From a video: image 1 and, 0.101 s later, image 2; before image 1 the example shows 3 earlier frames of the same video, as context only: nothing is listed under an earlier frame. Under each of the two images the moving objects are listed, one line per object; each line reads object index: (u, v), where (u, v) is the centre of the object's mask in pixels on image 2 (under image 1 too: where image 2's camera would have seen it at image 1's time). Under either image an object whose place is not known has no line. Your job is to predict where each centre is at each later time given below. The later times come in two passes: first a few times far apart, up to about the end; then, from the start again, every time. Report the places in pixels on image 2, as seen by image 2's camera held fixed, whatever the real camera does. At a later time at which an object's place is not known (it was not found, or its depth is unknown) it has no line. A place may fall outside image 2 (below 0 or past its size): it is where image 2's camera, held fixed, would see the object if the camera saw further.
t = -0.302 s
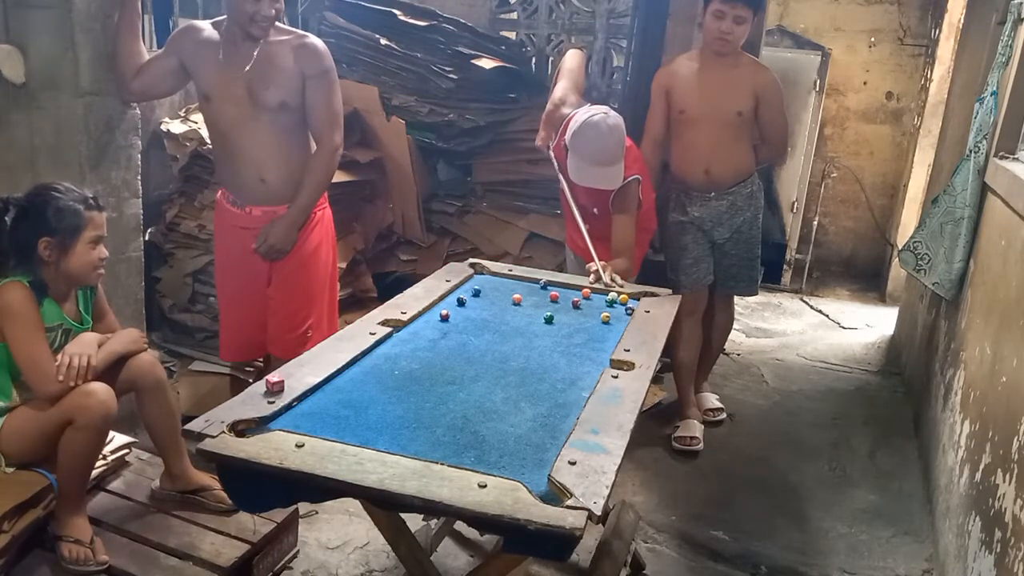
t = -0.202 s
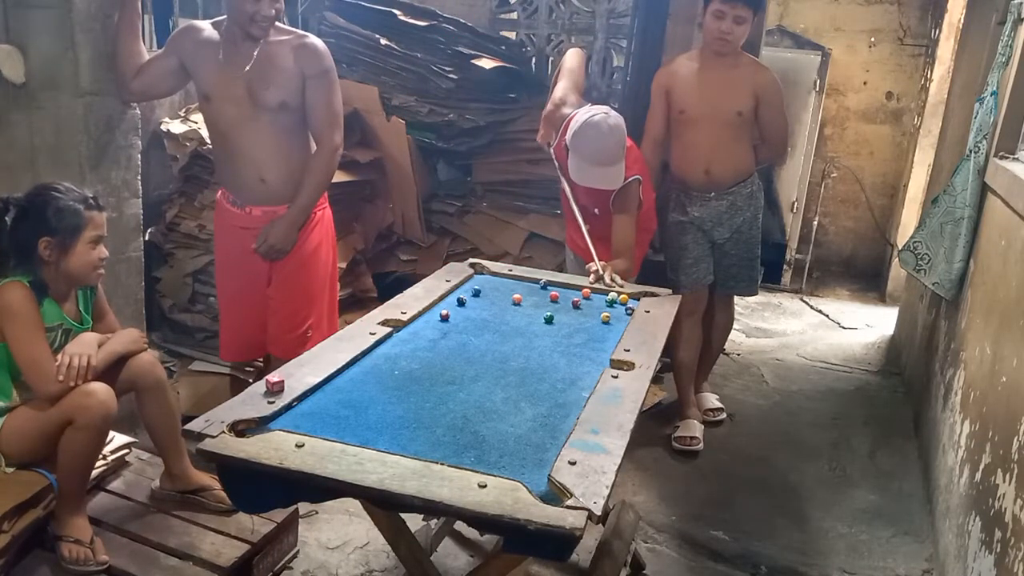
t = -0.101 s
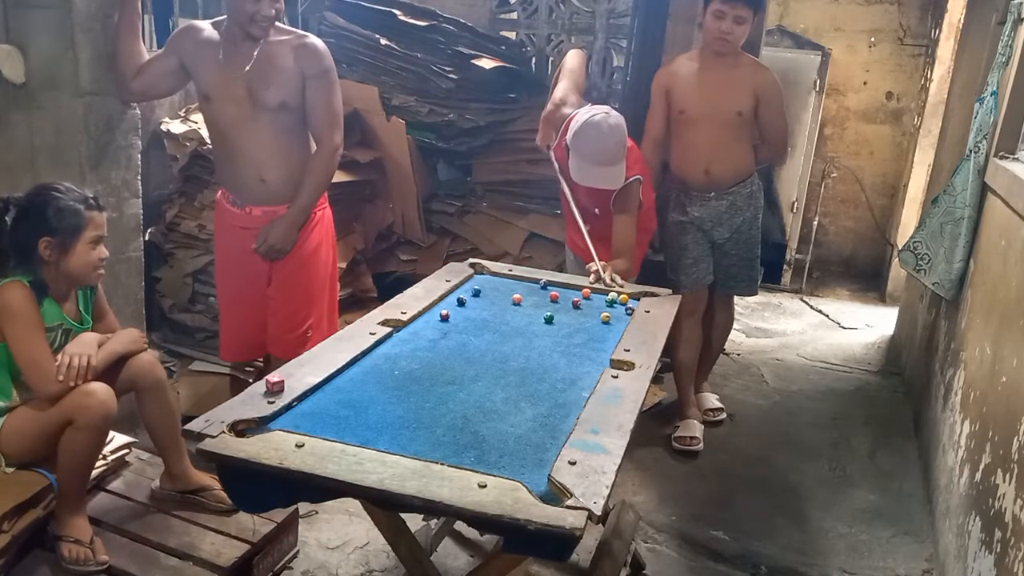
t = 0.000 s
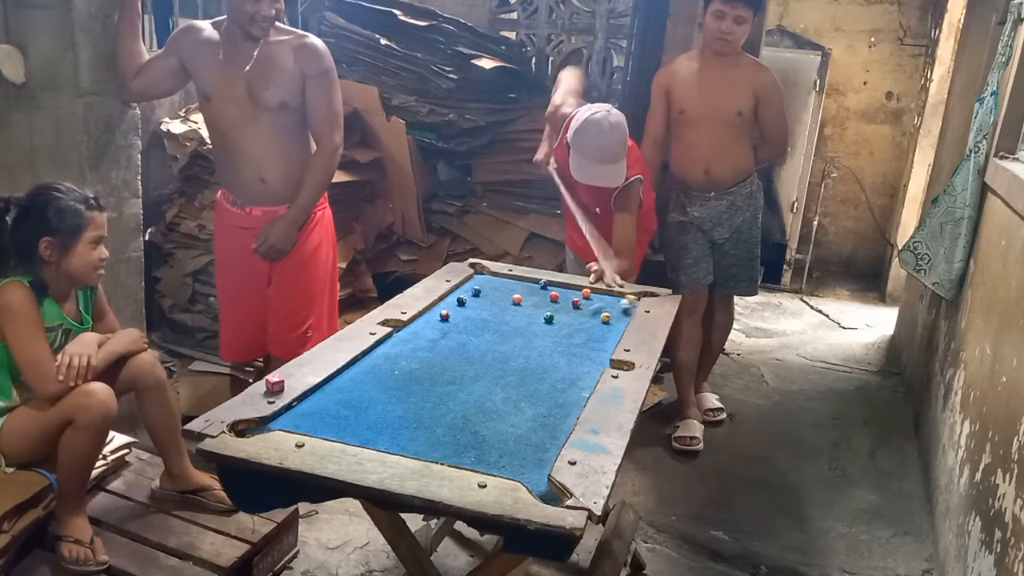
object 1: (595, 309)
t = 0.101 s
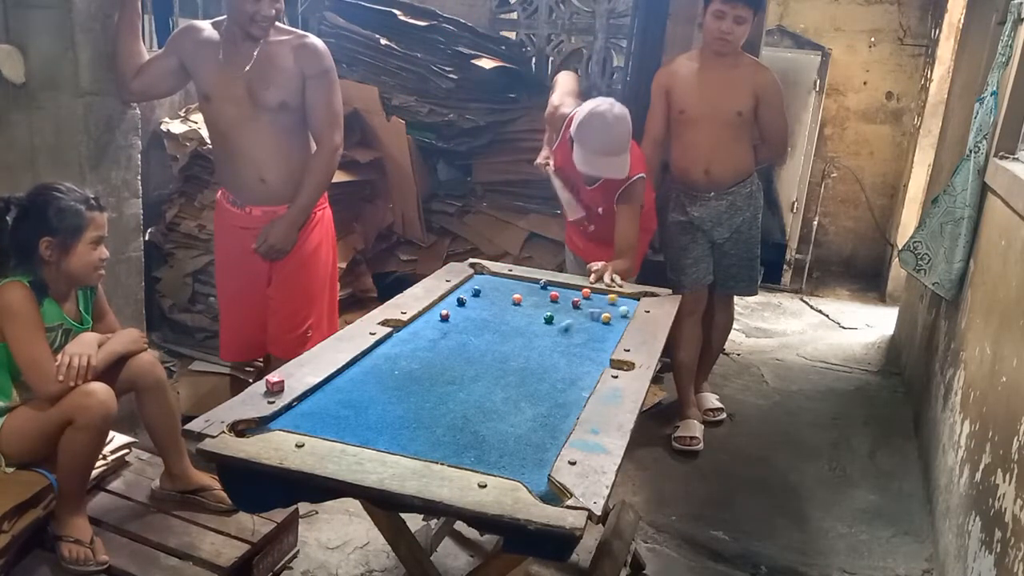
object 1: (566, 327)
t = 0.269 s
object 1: (513, 356)
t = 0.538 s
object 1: (412, 418)
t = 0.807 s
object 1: (379, 416)
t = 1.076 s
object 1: (393, 389)
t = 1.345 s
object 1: (405, 371)
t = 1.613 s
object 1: (412, 360)
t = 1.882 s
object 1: (417, 356)
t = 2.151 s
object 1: (418, 356)
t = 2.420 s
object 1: (418, 356)
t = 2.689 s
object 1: (419, 356)
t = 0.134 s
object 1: (555, 332)
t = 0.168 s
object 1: (545, 338)
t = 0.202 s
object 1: (534, 343)
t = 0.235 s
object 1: (524, 350)
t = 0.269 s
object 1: (513, 356)
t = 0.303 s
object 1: (502, 363)
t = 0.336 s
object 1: (489, 370)
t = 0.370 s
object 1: (477, 378)
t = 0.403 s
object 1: (465, 385)
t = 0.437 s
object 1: (451, 394)
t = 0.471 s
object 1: (438, 401)
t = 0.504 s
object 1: (426, 408)
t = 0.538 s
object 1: (412, 418)
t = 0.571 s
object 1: (396, 427)
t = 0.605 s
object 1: (382, 436)
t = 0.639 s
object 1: (368, 440)
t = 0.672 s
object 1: (369, 430)
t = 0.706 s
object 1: (372, 424)
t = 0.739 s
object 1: (374, 424)
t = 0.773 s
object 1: (377, 421)
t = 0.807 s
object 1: (379, 416)
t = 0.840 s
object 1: (381, 413)
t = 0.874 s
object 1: (382, 408)
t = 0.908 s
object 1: (384, 405)
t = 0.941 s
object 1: (386, 401)
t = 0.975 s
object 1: (388, 398)
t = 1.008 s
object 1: (389, 394)
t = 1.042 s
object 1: (391, 392)
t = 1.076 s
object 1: (393, 389)
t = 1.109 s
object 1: (395, 386)
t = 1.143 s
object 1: (397, 383)
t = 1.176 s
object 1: (398, 381)
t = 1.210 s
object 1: (400, 379)
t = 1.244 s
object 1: (401, 377)
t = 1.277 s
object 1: (402, 375)
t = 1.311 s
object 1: (403, 373)
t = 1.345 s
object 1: (405, 371)
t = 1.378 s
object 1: (406, 370)
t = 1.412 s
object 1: (408, 368)
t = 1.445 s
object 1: (409, 366)
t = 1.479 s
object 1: (409, 365)
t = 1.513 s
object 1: (409, 363)
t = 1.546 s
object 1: (410, 363)
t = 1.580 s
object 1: (411, 361)
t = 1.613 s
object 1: (412, 360)
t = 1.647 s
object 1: (413, 359)
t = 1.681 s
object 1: (413, 358)
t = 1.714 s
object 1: (414, 357)
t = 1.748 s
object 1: (415, 357)
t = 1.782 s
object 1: (416, 357)
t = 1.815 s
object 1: (416, 356)
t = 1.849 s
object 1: (417, 356)
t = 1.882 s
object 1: (417, 356)
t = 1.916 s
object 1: (418, 356)
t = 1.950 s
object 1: (418, 356)
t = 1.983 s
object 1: (418, 356)
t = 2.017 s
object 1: (418, 356)
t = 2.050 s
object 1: (418, 356)
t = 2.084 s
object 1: (418, 356)
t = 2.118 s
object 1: (418, 356)
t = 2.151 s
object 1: (418, 356)
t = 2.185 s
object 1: (418, 356)
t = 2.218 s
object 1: (418, 356)
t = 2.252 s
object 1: (418, 356)
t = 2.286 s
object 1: (419, 356)
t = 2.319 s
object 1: (419, 356)
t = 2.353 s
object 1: (418, 356)
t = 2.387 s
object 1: (418, 356)
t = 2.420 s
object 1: (418, 356)
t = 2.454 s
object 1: (418, 356)
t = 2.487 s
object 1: (418, 356)
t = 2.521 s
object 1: (418, 356)
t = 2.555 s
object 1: (418, 356)
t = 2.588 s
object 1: (419, 356)
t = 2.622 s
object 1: (418, 356)
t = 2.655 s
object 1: (419, 356)
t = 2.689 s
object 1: (419, 356)
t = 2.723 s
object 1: (418, 356)
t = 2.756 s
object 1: (418, 356)
